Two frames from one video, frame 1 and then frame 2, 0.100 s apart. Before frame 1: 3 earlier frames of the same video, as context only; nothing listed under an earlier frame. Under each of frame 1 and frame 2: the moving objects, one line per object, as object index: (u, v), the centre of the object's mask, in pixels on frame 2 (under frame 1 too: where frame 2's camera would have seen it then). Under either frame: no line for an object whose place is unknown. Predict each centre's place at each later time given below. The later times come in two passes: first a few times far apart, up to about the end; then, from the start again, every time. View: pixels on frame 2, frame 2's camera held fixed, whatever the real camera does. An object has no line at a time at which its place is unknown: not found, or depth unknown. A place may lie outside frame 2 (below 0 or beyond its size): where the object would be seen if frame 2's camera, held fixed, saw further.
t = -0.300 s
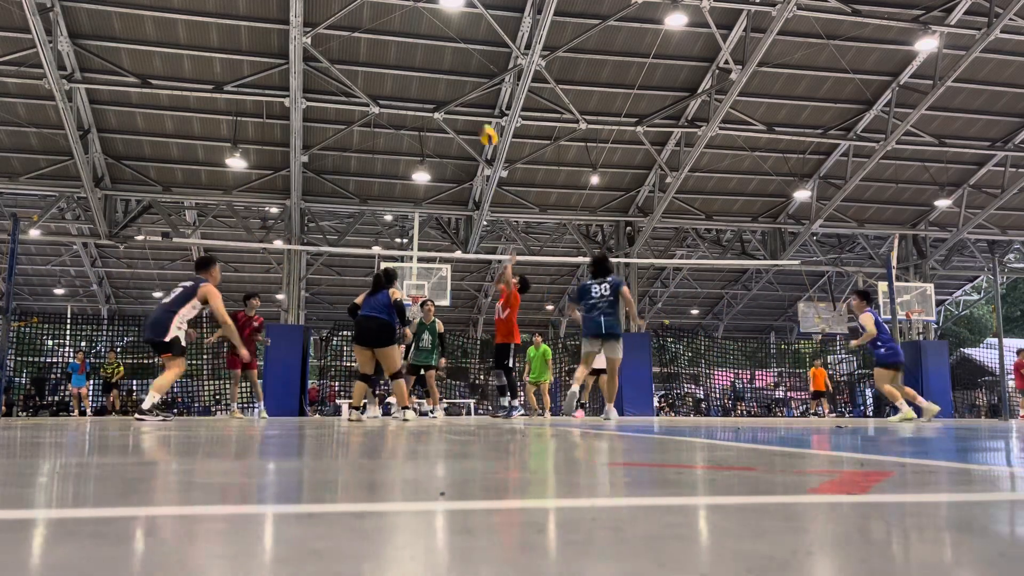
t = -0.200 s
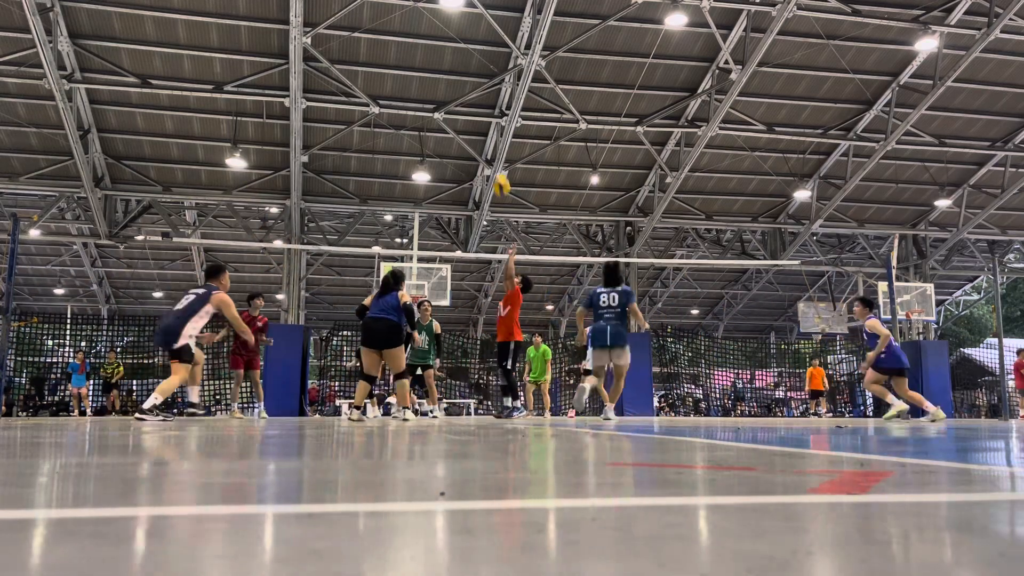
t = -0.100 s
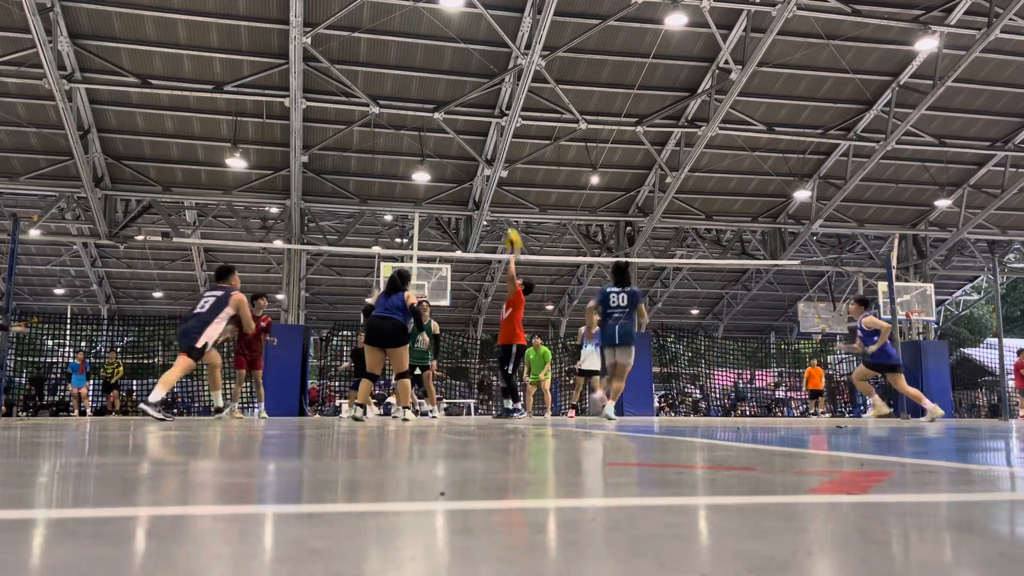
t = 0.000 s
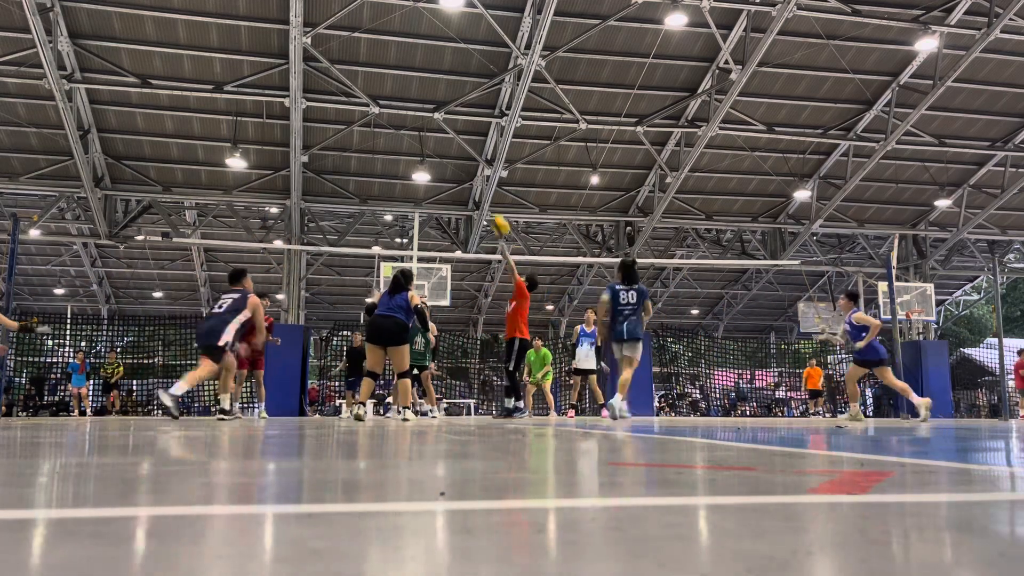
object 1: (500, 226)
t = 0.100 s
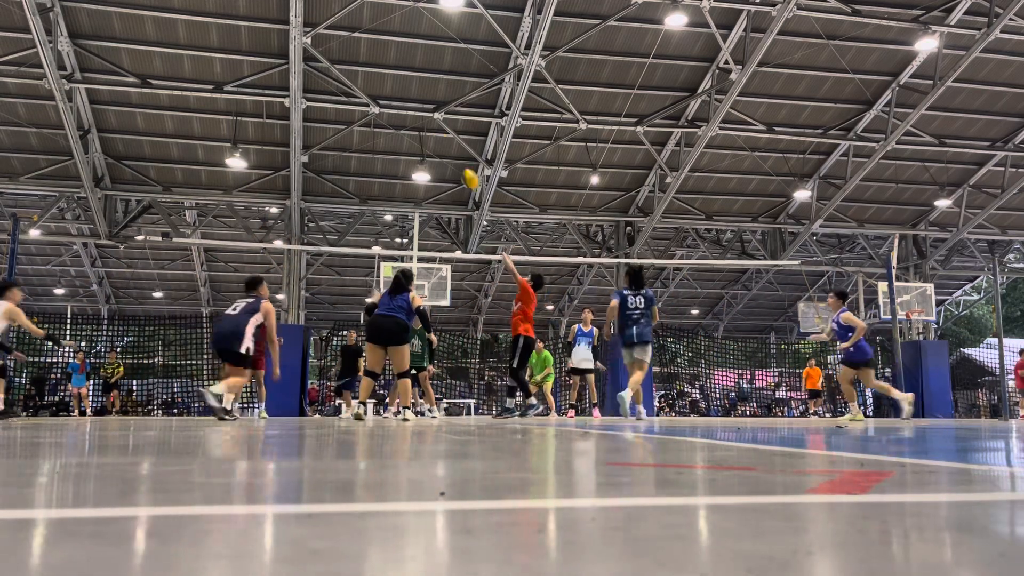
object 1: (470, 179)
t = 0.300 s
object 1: (414, 114)
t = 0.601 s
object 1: (334, 77)
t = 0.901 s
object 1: (257, 109)
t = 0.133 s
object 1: (461, 166)
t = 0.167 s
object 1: (452, 154)
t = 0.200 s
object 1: (442, 143)
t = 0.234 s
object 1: (433, 132)
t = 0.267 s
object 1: (423, 123)
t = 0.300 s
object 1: (414, 114)
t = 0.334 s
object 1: (405, 107)
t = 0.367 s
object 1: (396, 101)
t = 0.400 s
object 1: (387, 94)
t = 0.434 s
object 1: (378, 89)
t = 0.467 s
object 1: (369, 85)
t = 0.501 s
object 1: (360, 82)
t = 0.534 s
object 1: (351, 80)
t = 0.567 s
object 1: (343, 78)
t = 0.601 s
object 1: (334, 77)
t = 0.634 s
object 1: (325, 77)
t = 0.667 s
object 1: (317, 78)
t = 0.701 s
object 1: (309, 80)
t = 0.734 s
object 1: (300, 83)
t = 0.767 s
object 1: (291, 86)
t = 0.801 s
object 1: (282, 91)
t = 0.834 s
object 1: (274, 96)
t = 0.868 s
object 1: (265, 102)
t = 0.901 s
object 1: (257, 109)
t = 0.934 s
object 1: (248, 117)
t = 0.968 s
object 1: (240, 125)
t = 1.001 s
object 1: (232, 134)
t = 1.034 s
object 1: (223, 144)
